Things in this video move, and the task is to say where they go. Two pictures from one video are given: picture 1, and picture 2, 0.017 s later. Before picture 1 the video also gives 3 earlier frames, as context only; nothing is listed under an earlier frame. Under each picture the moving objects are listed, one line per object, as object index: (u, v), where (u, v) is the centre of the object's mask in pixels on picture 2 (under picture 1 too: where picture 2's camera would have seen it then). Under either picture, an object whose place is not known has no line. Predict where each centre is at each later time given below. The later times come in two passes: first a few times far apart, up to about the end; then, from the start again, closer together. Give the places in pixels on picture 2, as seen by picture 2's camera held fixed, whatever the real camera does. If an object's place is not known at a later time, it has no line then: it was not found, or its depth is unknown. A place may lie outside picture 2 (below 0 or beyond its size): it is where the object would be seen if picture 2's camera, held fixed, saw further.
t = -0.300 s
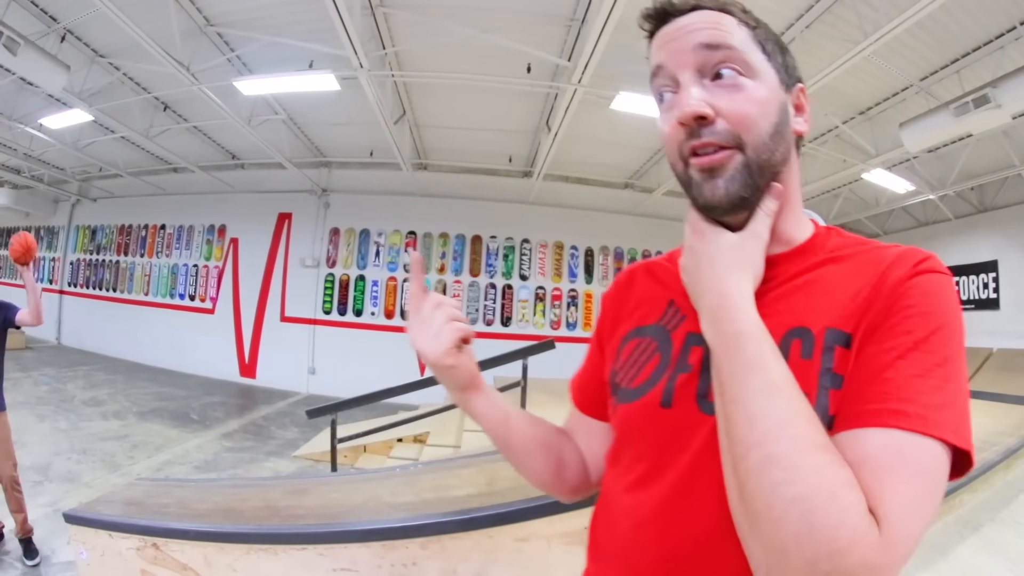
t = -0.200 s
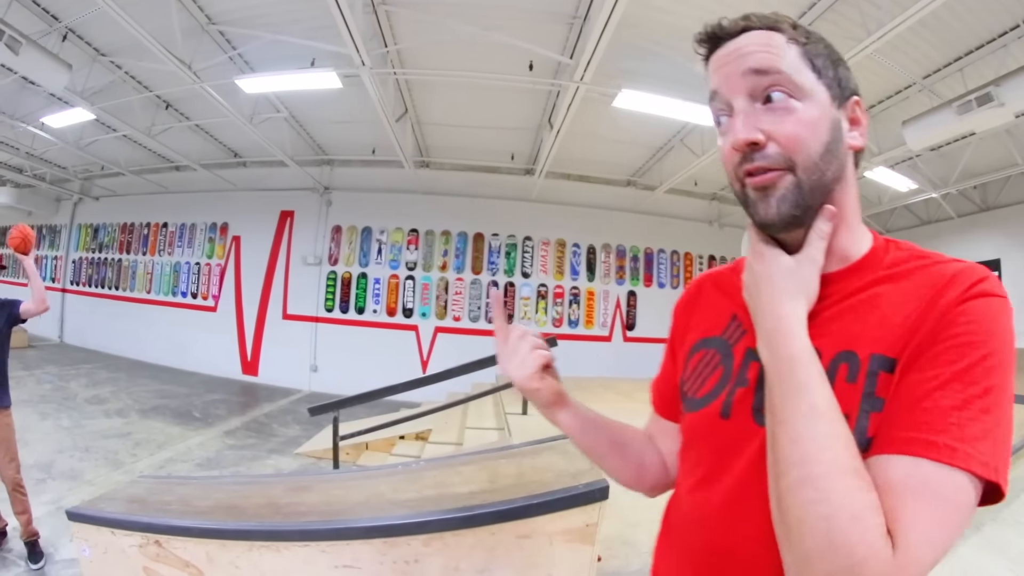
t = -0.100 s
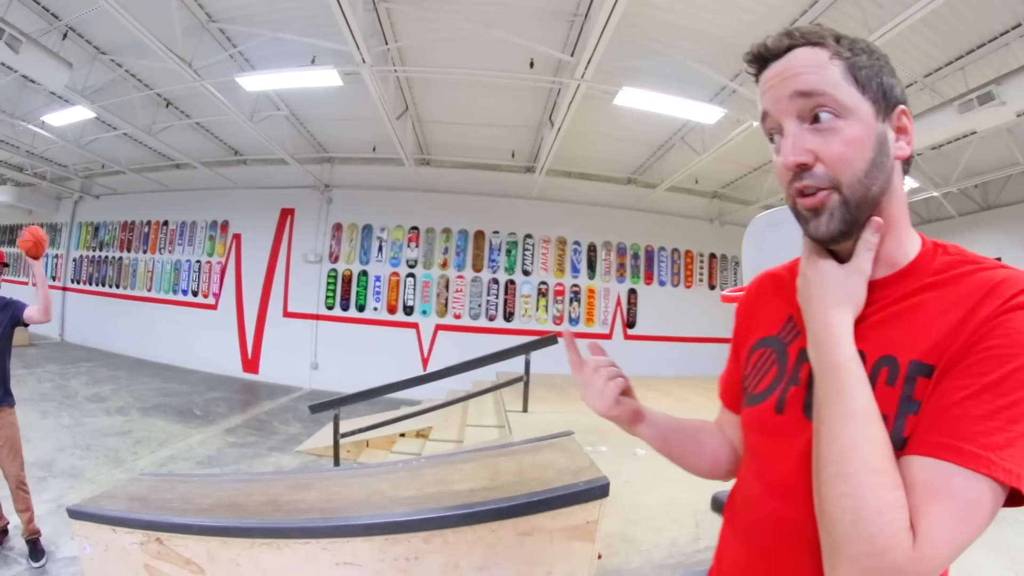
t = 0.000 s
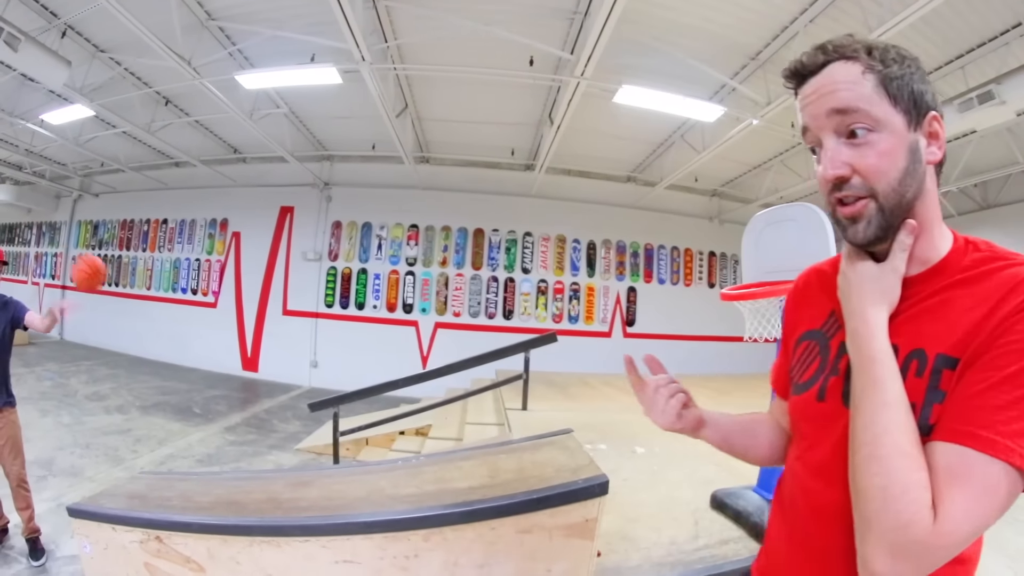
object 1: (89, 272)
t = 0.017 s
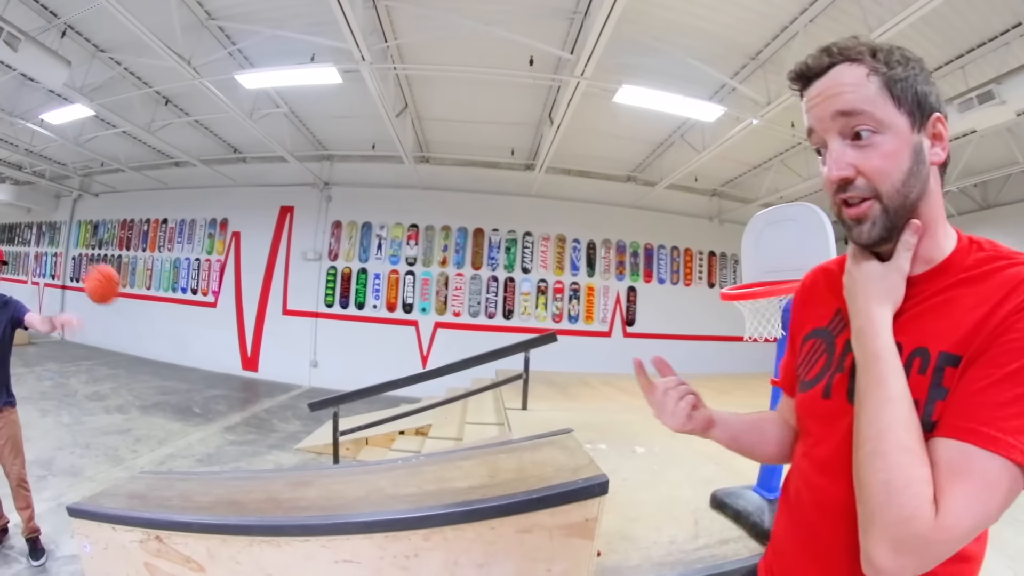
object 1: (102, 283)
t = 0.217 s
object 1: (351, 423)
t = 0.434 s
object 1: (474, 166)
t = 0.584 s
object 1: (551, 86)
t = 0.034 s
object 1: (117, 296)
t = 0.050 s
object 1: (133, 311)
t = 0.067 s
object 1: (152, 327)
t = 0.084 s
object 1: (173, 346)
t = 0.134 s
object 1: (248, 408)
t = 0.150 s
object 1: (277, 431)
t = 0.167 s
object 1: (310, 457)
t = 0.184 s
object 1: (337, 471)
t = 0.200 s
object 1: (344, 448)
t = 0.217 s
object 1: (351, 423)
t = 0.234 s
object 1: (359, 401)
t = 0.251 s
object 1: (366, 379)
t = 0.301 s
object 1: (394, 308)
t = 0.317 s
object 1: (404, 287)
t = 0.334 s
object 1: (415, 266)
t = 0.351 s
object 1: (425, 246)
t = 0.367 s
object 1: (435, 228)
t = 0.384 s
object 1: (445, 210)
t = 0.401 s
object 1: (455, 195)
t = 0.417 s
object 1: (464, 180)
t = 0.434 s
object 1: (474, 166)
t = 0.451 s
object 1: (483, 153)
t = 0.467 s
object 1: (493, 142)
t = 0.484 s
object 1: (502, 131)
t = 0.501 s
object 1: (511, 121)
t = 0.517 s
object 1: (519, 112)
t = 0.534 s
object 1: (527, 105)
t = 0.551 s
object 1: (535, 97)
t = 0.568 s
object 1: (543, 91)
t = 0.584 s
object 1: (551, 86)
